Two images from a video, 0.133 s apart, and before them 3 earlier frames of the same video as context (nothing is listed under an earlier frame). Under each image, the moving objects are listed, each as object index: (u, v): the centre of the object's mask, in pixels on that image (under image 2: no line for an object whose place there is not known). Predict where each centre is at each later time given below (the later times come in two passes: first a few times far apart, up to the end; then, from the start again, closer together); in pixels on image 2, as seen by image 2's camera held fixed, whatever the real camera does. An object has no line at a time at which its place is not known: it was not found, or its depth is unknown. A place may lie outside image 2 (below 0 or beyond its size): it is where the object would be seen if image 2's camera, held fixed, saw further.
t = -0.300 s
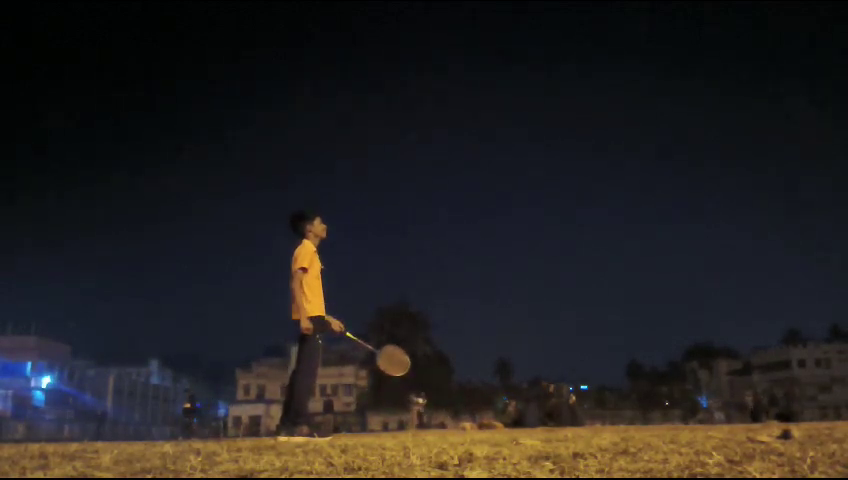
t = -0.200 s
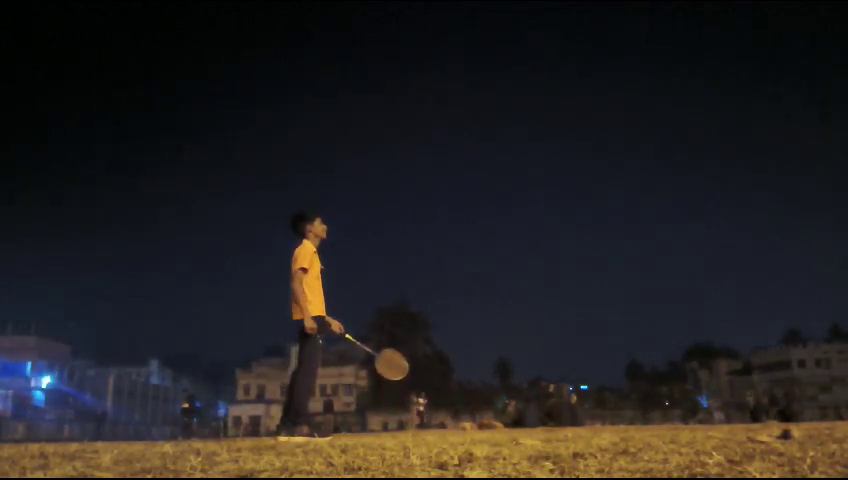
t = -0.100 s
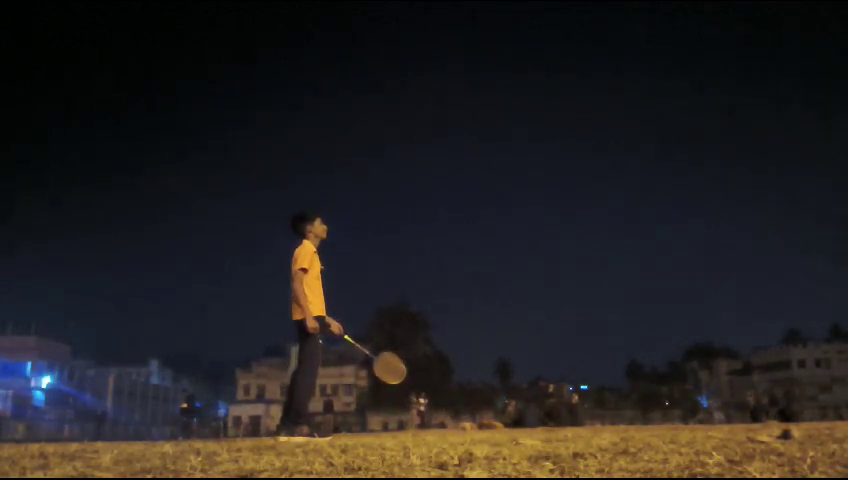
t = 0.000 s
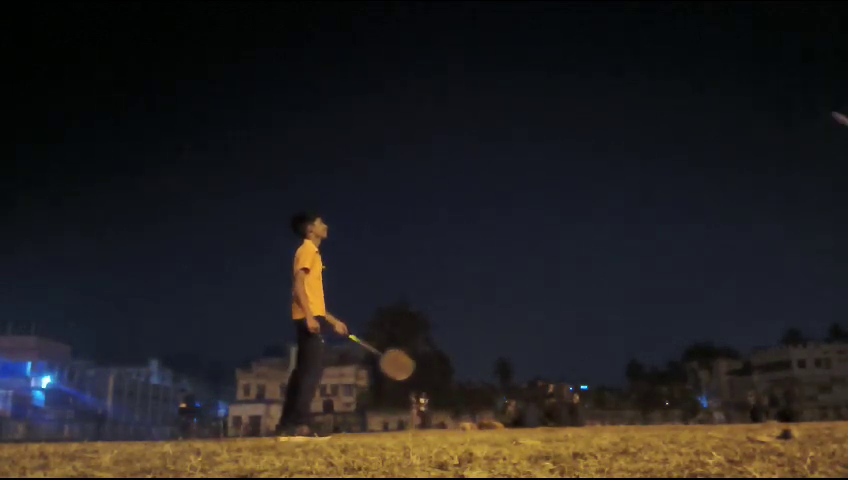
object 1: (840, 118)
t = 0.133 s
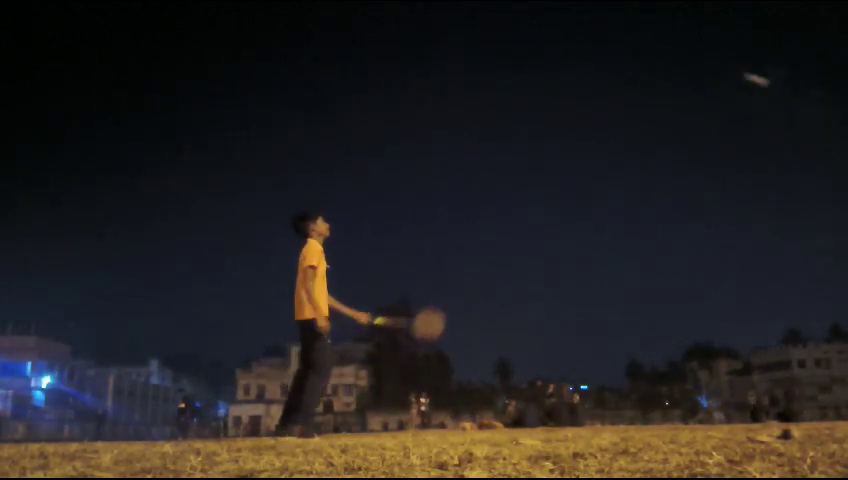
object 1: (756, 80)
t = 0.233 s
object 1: (701, 65)
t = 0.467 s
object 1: (592, 71)
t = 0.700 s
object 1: (507, 126)
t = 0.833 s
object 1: (465, 178)
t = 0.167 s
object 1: (737, 74)
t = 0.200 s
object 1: (719, 69)
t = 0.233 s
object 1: (701, 65)
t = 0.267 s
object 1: (683, 63)
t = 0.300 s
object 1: (667, 61)
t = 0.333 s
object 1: (651, 61)
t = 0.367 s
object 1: (635, 62)
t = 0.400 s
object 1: (621, 64)
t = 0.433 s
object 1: (607, 67)
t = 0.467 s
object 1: (592, 71)
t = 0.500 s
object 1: (580, 76)
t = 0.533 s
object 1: (566, 82)
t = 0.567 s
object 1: (553, 89)
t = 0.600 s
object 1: (542, 97)
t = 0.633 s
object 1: (529, 106)
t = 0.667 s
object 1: (518, 115)
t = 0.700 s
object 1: (507, 126)
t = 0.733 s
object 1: (495, 138)
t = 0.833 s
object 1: (465, 178)
